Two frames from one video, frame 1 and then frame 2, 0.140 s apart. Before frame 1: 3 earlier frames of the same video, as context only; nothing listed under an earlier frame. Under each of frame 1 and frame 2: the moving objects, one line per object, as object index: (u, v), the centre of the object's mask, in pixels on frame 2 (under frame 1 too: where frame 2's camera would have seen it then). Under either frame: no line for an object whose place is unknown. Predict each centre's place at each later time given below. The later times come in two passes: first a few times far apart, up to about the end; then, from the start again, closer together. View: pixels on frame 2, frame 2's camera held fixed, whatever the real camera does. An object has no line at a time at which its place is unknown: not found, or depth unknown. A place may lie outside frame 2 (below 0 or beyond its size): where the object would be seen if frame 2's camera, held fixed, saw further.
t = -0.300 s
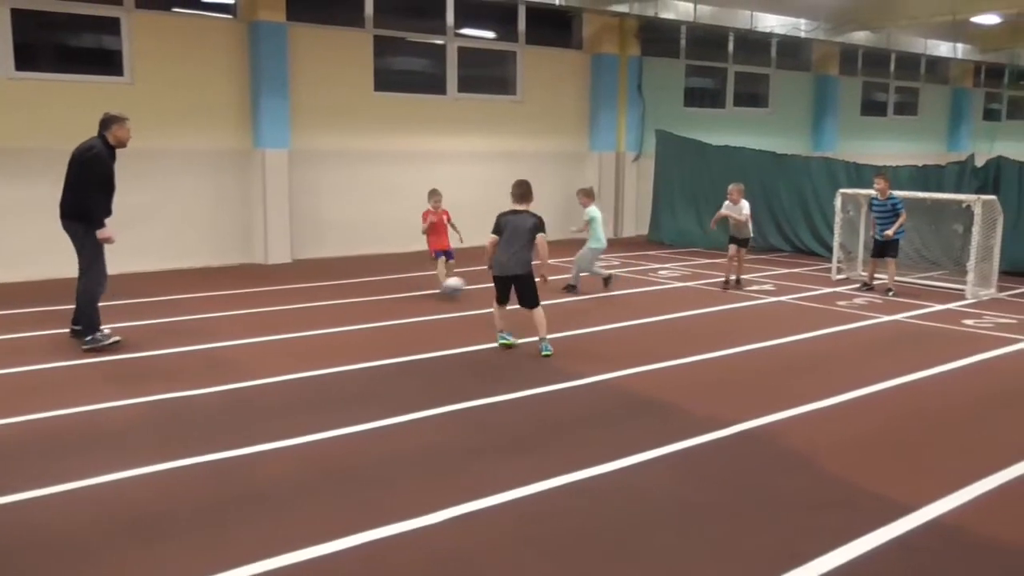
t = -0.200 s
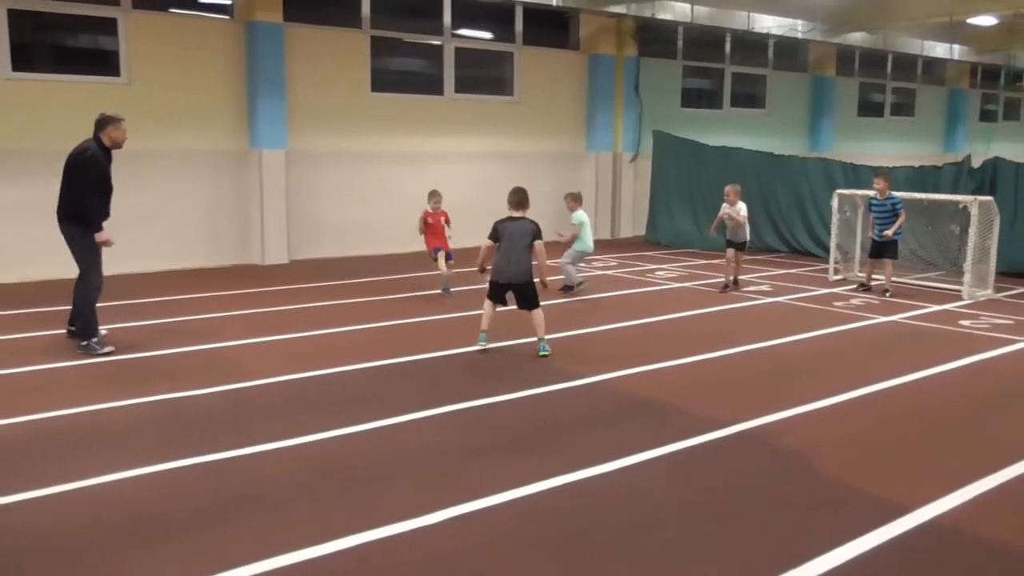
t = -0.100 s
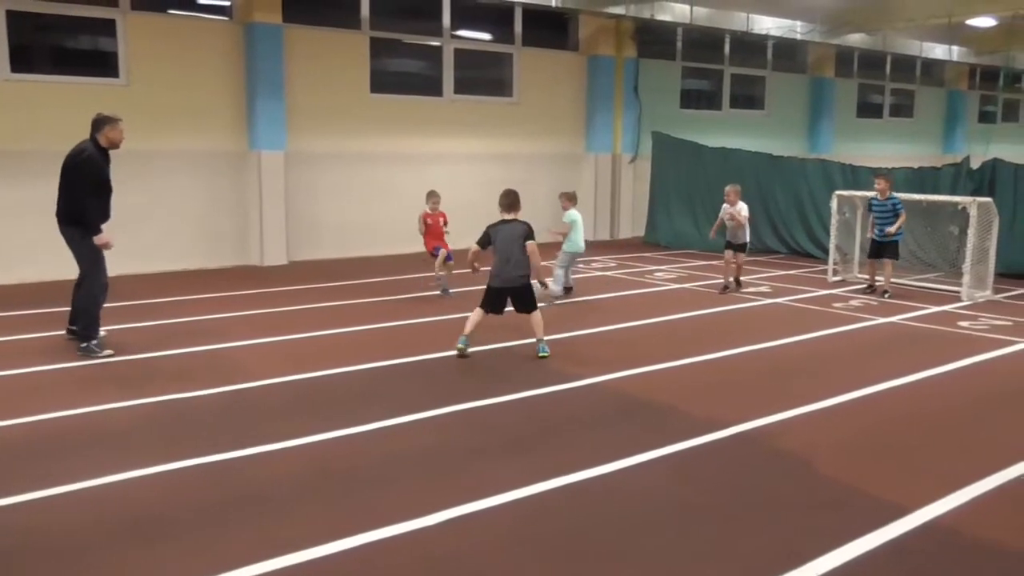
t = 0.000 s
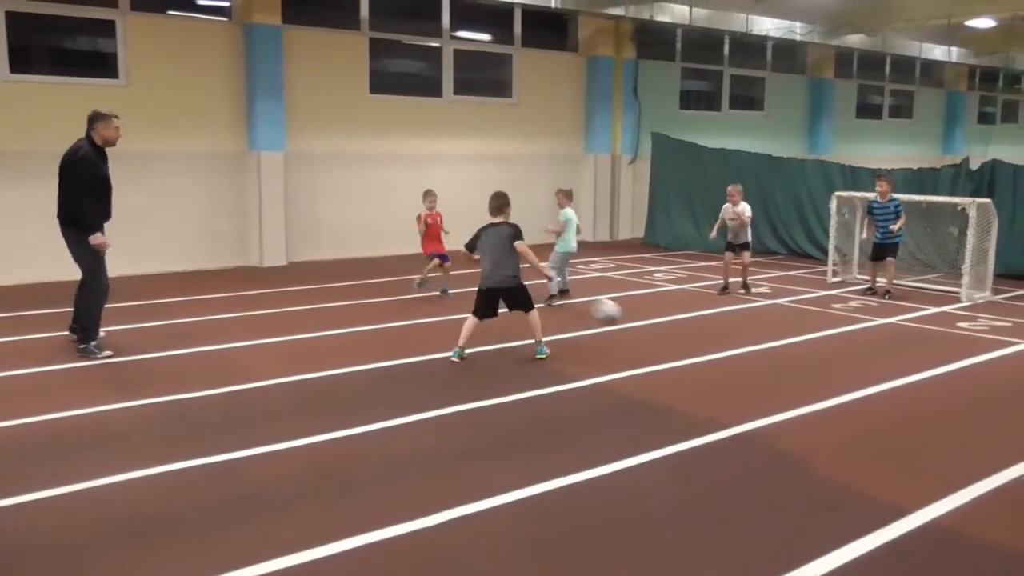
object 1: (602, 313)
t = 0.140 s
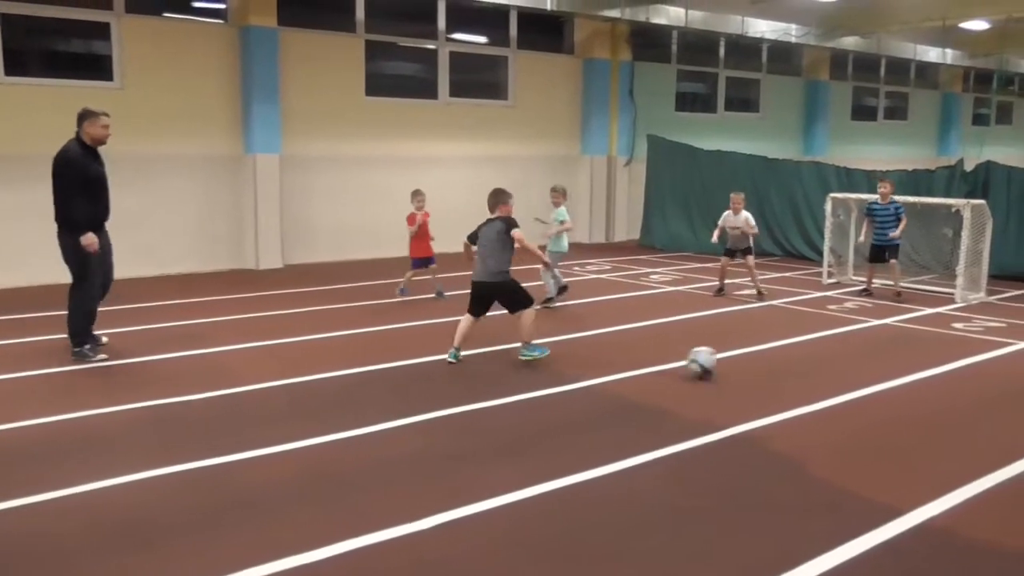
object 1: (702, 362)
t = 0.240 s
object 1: (755, 356)
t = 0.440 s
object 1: (871, 393)
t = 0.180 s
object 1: (722, 357)
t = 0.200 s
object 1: (732, 356)
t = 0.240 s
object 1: (755, 356)
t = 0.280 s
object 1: (776, 358)
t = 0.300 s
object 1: (788, 360)
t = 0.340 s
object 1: (811, 365)
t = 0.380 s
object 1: (835, 373)
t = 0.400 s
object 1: (848, 380)
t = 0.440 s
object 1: (871, 393)
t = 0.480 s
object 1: (901, 410)
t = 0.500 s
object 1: (915, 410)
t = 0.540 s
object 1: (947, 406)
